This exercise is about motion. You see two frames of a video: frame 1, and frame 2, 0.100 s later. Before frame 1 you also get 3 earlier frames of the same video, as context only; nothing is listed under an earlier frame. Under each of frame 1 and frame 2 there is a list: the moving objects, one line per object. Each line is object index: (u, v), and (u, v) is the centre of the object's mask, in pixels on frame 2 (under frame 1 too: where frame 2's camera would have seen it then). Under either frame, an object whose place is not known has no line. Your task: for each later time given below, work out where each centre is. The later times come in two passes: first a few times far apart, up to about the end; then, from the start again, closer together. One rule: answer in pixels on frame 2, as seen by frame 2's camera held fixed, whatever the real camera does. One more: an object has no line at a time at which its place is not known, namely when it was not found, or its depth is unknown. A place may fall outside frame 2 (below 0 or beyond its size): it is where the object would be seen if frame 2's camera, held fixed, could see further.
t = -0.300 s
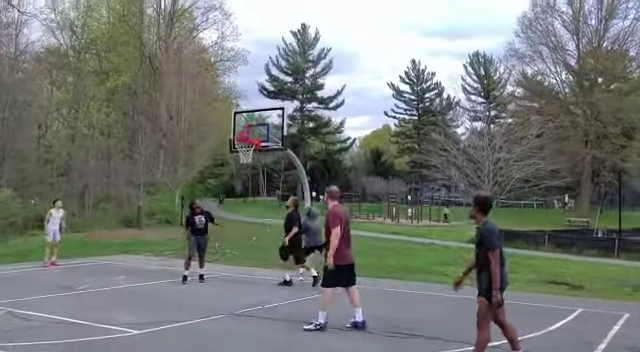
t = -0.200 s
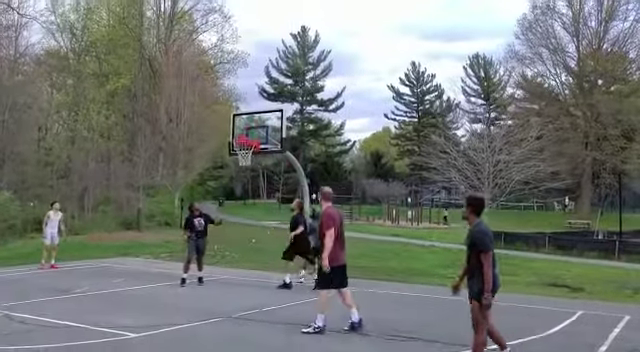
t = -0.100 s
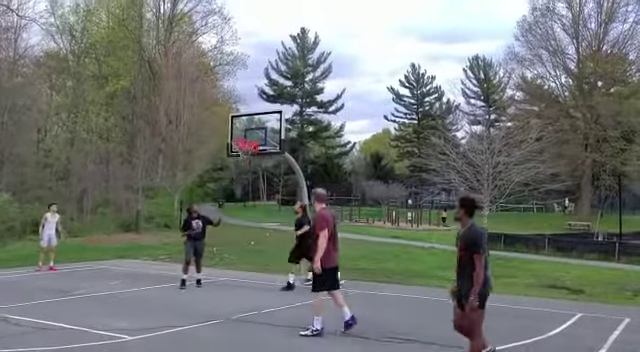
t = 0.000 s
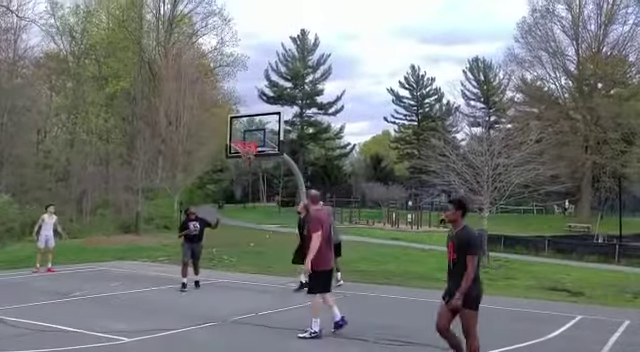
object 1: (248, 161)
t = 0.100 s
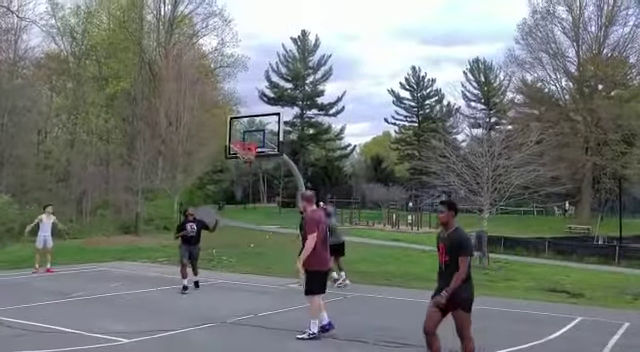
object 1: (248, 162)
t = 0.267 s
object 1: (245, 172)
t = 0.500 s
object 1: (240, 218)
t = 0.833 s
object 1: (236, 261)
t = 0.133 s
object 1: (248, 163)
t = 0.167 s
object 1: (248, 164)
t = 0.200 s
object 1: (247, 166)
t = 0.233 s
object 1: (246, 169)
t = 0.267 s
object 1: (245, 172)
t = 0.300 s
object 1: (243, 175)
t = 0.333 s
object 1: (243, 183)
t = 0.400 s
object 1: (242, 197)
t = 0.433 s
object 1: (242, 203)
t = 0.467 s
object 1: (241, 210)
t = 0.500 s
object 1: (240, 218)
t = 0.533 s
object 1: (239, 227)
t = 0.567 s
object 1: (239, 237)
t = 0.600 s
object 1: (239, 246)
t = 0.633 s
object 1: (238, 255)
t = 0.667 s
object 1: (237, 266)
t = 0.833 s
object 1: (236, 261)
